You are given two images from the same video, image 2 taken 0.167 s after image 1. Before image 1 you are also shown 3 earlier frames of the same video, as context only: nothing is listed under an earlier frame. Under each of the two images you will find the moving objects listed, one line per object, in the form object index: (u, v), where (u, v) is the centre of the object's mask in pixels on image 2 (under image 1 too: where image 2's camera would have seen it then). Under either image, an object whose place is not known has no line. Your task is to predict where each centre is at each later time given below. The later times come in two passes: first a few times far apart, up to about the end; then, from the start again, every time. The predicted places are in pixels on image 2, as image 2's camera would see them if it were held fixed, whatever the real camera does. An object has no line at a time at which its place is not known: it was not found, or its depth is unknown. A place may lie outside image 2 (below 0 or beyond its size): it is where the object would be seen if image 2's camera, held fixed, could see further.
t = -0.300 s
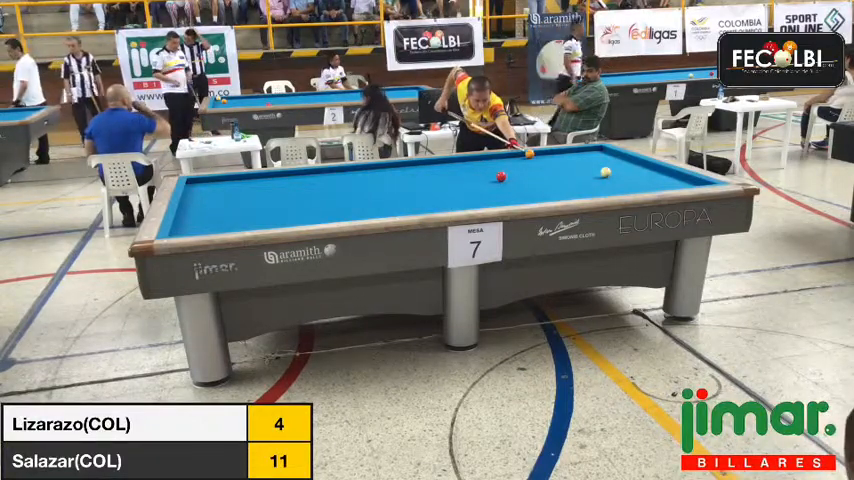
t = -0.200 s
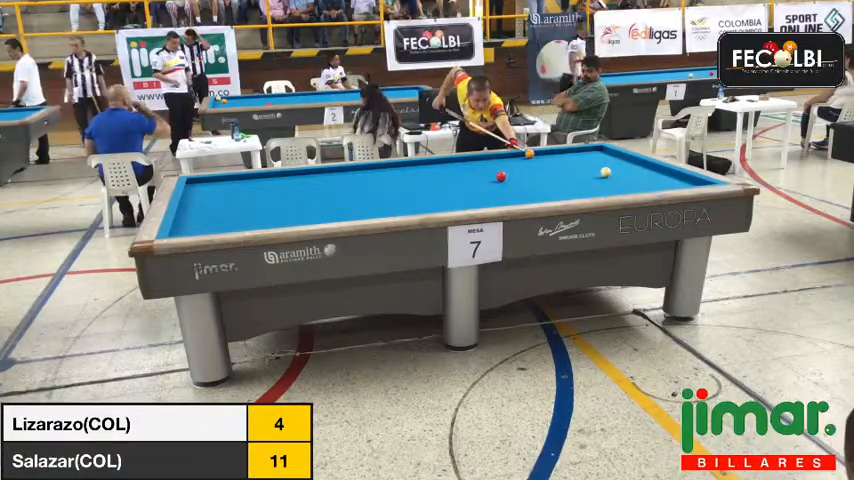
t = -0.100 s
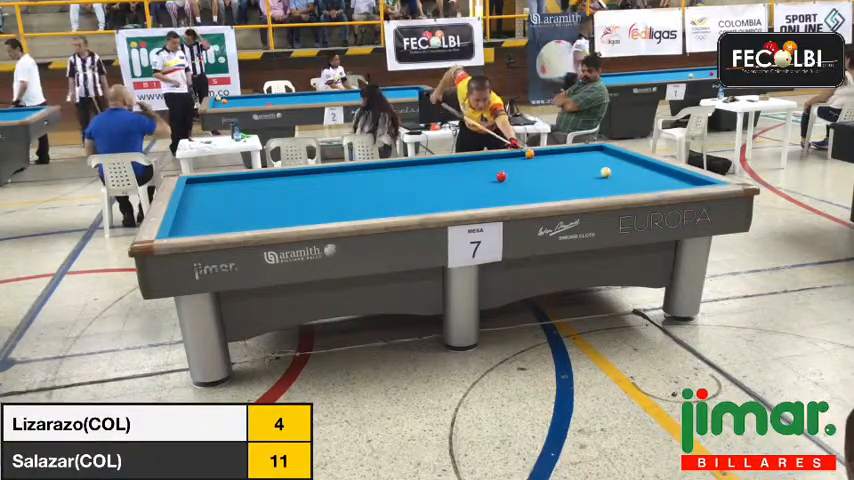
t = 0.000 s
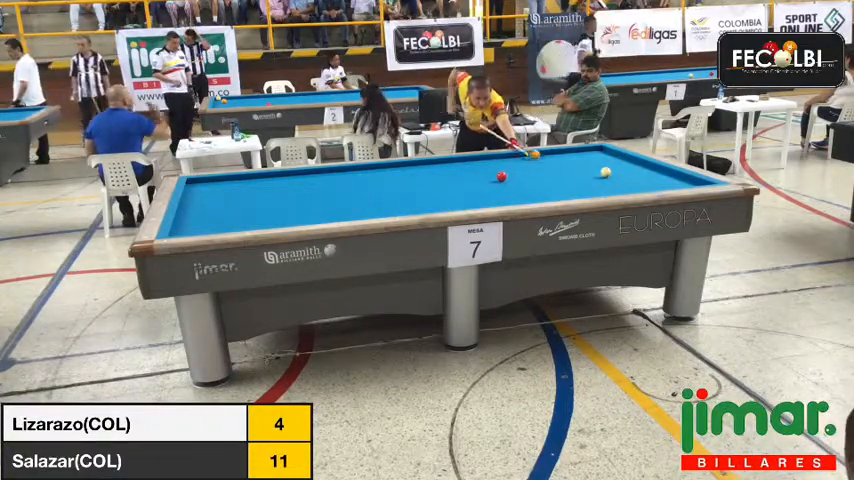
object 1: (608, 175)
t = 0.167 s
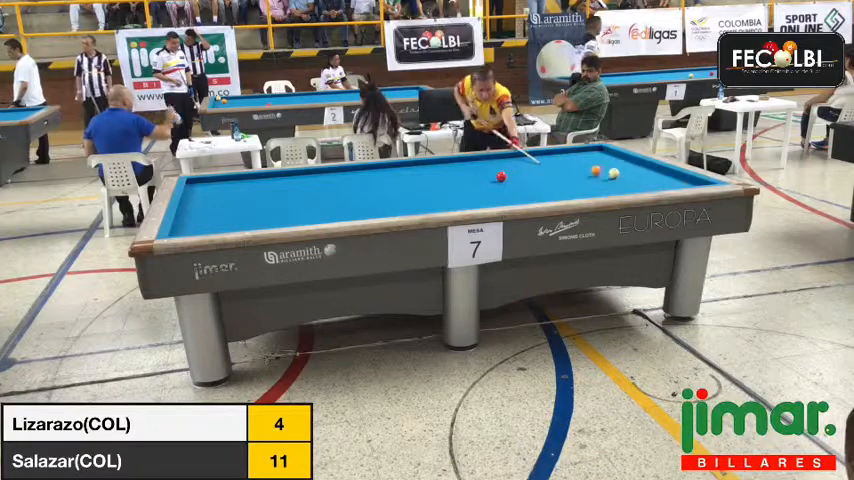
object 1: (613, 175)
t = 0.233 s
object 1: (654, 179)
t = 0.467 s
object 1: (659, 173)
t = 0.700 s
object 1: (593, 163)
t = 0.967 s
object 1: (540, 154)
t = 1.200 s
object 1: (519, 160)
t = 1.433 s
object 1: (499, 168)
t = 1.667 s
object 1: (474, 178)
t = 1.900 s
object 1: (447, 187)
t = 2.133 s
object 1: (418, 199)
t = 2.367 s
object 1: (387, 209)
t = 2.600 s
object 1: (353, 214)
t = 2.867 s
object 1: (320, 214)
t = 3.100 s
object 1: (290, 212)
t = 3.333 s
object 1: (263, 210)
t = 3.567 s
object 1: (236, 209)
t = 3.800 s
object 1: (210, 208)
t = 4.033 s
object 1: (186, 206)
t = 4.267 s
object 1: (197, 202)
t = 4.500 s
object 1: (209, 200)
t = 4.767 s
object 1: (223, 197)
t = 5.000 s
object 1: (234, 195)
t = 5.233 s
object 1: (244, 192)
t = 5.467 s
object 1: (254, 189)
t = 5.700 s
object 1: (262, 187)
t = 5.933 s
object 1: (272, 186)
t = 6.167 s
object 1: (279, 184)
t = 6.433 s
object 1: (289, 181)
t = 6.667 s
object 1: (295, 180)
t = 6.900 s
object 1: (304, 178)
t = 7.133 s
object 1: (308, 177)
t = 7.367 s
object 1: (315, 175)
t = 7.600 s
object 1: (319, 174)
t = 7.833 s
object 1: (324, 173)
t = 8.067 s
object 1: (329, 172)
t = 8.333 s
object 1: (334, 171)
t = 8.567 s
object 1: (338, 170)
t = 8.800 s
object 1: (341, 169)
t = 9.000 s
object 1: (344, 168)
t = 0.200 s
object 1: (633, 176)
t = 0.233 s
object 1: (654, 179)
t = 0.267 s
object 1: (674, 182)
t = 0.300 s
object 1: (694, 183)
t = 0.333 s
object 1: (697, 182)
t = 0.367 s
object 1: (694, 179)
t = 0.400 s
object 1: (682, 177)
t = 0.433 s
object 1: (669, 175)
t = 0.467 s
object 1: (659, 173)
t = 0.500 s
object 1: (648, 172)
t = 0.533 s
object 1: (636, 169)
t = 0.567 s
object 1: (627, 168)
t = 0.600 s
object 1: (618, 167)
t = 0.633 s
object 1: (610, 166)
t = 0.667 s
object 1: (601, 164)
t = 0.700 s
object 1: (593, 163)
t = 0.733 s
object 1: (585, 161)
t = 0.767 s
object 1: (579, 161)
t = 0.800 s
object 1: (571, 159)
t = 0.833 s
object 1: (565, 157)
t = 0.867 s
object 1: (559, 156)
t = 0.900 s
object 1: (553, 155)
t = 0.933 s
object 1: (547, 154)
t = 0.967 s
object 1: (540, 154)
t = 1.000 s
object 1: (535, 153)
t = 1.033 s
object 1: (531, 153)
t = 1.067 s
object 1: (528, 153)
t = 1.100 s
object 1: (526, 155)
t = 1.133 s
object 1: (523, 157)
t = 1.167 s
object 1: (521, 159)
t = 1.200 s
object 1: (519, 160)
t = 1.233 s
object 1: (516, 161)
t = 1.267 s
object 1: (515, 161)
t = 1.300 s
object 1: (511, 163)
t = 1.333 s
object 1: (506, 164)
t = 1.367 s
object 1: (504, 166)
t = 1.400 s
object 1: (502, 167)
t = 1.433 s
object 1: (499, 168)
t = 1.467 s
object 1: (494, 170)
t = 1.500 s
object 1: (491, 171)
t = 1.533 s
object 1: (487, 173)
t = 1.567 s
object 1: (484, 173)
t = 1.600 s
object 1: (481, 175)
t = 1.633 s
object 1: (479, 176)
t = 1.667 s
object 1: (474, 178)
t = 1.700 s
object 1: (470, 179)
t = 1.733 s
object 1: (466, 181)
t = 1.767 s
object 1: (463, 182)
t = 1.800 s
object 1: (458, 184)
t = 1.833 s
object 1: (455, 185)
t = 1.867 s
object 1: (452, 186)
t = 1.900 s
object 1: (447, 187)
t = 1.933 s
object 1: (443, 188)
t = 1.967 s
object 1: (440, 189)
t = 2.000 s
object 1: (435, 192)
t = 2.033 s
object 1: (430, 193)
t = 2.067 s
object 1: (426, 195)
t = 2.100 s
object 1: (422, 197)
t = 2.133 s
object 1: (418, 199)
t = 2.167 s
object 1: (413, 200)
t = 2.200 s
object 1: (409, 202)
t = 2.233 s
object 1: (405, 203)
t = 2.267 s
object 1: (401, 204)
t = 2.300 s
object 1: (396, 206)
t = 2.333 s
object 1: (391, 208)
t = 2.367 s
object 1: (387, 209)
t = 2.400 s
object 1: (383, 209)
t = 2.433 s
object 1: (376, 213)
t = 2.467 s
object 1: (372, 213)
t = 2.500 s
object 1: (366, 214)
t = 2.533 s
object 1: (362, 215)
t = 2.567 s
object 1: (358, 215)
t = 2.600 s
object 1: (353, 214)
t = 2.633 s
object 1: (350, 214)
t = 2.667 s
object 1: (345, 214)
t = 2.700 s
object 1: (341, 214)
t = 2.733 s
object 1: (336, 214)
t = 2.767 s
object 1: (332, 214)
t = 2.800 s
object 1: (327, 215)
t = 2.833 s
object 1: (323, 214)
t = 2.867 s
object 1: (320, 214)
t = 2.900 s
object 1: (314, 213)
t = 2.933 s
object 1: (311, 213)
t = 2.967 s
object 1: (307, 213)
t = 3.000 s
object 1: (303, 213)
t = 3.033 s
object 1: (298, 212)
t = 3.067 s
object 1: (294, 212)
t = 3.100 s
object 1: (290, 212)
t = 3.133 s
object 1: (286, 212)
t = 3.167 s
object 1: (282, 212)
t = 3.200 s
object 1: (279, 212)
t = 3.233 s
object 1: (275, 211)
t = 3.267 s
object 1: (271, 211)
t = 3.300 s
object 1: (266, 211)
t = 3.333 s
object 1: (263, 210)
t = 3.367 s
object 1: (259, 210)
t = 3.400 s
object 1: (255, 210)
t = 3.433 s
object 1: (253, 210)
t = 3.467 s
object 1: (247, 209)
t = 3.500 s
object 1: (243, 209)
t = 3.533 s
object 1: (240, 209)
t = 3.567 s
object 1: (236, 209)
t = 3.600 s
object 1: (232, 209)
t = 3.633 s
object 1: (229, 209)
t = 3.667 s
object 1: (225, 209)
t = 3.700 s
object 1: (221, 208)
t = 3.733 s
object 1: (217, 208)
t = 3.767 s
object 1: (214, 208)
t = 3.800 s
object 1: (210, 208)
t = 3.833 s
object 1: (207, 207)
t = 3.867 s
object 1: (203, 207)
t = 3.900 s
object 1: (200, 207)
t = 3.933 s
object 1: (197, 207)
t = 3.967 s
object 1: (193, 206)
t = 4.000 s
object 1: (190, 206)
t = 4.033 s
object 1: (186, 206)
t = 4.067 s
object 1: (184, 206)
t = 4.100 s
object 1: (186, 205)
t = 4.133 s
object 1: (189, 205)
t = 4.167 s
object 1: (191, 204)
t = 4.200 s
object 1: (193, 204)
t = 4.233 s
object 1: (195, 203)
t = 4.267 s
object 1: (197, 202)
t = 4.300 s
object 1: (199, 203)
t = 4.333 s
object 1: (201, 202)
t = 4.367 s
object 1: (202, 202)
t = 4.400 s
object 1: (204, 201)
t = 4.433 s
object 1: (206, 201)
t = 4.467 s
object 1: (208, 200)
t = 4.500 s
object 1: (209, 200)
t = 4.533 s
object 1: (211, 200)
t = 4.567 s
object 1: (213, 199)
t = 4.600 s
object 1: (214, 199)
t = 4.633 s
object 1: (216, 198)
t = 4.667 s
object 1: (218, 198)
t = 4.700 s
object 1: (220, 198)
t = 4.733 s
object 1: (221, 197)
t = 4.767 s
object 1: (223, 197)
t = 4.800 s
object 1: (225, 196)
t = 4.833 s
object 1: (227, 196)
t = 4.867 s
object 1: (228, 196)
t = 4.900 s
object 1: (230, 196)
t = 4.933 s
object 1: (231, 195)
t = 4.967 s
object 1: (233, 195)
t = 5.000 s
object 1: (234, 195)
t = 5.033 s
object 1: (236, 194)
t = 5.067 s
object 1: (237, 193)
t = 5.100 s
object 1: (238, 193)
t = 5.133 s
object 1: (240, 193)
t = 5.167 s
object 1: (242, 192)
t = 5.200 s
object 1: (244, 192)
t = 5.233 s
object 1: (244, 192)
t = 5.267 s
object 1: (246, 191)
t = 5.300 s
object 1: (246, 191)
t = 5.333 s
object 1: (248, 191)
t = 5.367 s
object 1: (250, 190)
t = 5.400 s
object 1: (251, 190)
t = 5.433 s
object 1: (253, 190)
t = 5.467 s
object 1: (254, 189)
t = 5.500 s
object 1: (254, 189)
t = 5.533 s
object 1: (257, 189)
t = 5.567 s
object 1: (258, 189)
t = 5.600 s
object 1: (259, 188)
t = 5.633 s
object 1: (261, 188)
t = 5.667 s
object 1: (262, 187)
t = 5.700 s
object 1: (262, 187)
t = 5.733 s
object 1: (265, 187)
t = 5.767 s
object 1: (266, 187)
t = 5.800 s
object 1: (268, 186)
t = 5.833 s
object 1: (268, 186)
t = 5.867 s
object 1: (270, 186)
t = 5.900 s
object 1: (271, 186)
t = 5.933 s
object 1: (272, 186)
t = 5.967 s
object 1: (274, 185)
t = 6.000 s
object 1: (273, 185)
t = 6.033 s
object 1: (276, 185)
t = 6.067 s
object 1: (276, 185)
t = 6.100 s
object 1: (278, 184)
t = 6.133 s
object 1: (279, 184)
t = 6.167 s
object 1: (279, 184)
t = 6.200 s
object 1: (282, 183)
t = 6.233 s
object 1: (282, 183)
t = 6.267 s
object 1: (284, 182)
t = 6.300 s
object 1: (285, 182)
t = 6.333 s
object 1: (286, 182)
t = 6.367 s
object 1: (288, 181)
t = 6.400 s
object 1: (287, 181)
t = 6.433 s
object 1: (289, 181)
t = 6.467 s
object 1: (290, 181)
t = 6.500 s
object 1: (291, 180)
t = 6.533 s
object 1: (291, 180)
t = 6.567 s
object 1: (293, 180)
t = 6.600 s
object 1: (293, 180)
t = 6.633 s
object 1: (295, 180)
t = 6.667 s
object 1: (295, 180)
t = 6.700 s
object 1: (297, 179)
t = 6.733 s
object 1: (297, 179)
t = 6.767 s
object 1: (299, 179)
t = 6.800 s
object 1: (300, 179)
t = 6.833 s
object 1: (301, 179)
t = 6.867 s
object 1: (302, 179)
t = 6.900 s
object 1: (304, 178)
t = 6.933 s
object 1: (304, 178)
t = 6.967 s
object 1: (304, 178)
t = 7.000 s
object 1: (305, 178)
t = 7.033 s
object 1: (306, 177)
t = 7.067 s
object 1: (306, 177)
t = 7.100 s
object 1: (308, 177)
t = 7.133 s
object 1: (308, 177)
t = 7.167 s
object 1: (310, 176)
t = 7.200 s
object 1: (310, 176)
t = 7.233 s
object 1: (311, 176)
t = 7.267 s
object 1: (311, 176)
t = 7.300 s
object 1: (313, 176)
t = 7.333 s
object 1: (314, 175)
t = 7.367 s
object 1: (315, 175)
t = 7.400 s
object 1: (315, 175)
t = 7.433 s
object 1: (316, 175)
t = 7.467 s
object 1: (316, 174)
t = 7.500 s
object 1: (318, 174)
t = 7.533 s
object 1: (318, 174)
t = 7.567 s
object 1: (319, 174)
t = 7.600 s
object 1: (319, 174)
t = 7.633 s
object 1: (320, 173)
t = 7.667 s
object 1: (320, 173)
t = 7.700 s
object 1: (321, 173)
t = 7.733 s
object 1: (322, 173)
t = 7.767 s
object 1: (323, 173)
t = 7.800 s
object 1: (324, 173)
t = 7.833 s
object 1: (324, 173)
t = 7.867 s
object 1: (325, 172)
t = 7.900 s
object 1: (326, 172)
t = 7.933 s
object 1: (327, 172)
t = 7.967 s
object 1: (328, 172)
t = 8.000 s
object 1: (328, 172)
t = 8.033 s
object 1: (329, 172)
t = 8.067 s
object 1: (329, 172)
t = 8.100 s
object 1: (330, 171)
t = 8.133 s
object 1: (330, 171)
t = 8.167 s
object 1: (331, 171)
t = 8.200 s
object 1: (331, 171)
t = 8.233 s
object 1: (332, 171)
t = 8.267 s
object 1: (332, 171)
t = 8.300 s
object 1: (334, 171)
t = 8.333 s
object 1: (334, 171)
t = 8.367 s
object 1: (335, 170)
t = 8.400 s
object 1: (335, 170)
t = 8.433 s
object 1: (336, 170)
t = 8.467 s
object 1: (337, 170)
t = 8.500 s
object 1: (337, 170)
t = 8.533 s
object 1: (337, 170)
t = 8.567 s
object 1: (338, 170)
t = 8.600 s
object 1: (338, 170)
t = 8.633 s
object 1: (339, 169)
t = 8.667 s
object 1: (339, 169)
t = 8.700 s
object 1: (339, 169)
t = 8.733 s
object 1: (340, 169)
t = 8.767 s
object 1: (341, 169)
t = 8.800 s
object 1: (341, 169)
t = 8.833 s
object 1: (341, 169)
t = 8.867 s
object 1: (342, 168)
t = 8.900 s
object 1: (342, 168)
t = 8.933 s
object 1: (343, 168)
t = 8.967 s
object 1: (343, 168)
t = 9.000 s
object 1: (344, 168)
